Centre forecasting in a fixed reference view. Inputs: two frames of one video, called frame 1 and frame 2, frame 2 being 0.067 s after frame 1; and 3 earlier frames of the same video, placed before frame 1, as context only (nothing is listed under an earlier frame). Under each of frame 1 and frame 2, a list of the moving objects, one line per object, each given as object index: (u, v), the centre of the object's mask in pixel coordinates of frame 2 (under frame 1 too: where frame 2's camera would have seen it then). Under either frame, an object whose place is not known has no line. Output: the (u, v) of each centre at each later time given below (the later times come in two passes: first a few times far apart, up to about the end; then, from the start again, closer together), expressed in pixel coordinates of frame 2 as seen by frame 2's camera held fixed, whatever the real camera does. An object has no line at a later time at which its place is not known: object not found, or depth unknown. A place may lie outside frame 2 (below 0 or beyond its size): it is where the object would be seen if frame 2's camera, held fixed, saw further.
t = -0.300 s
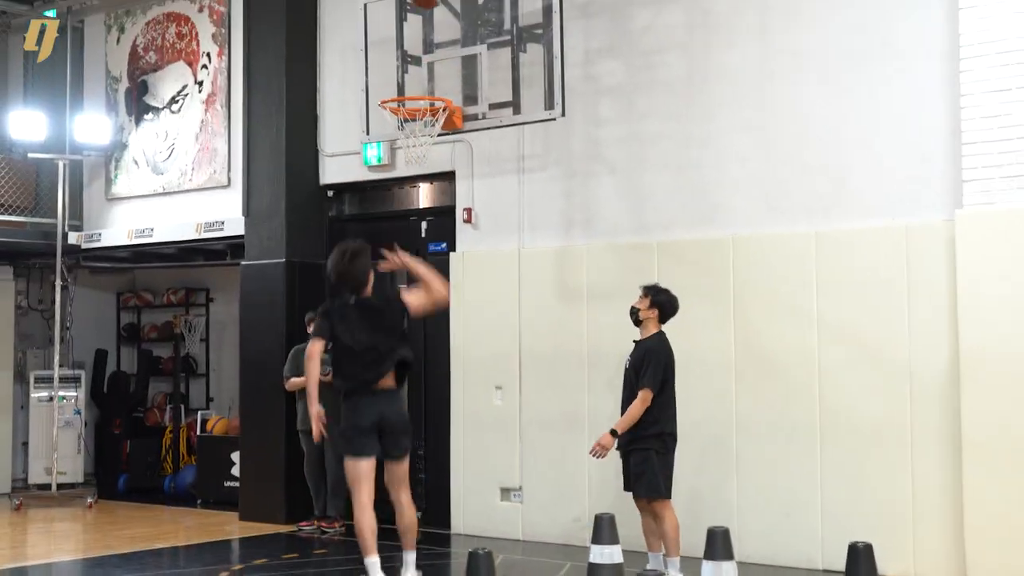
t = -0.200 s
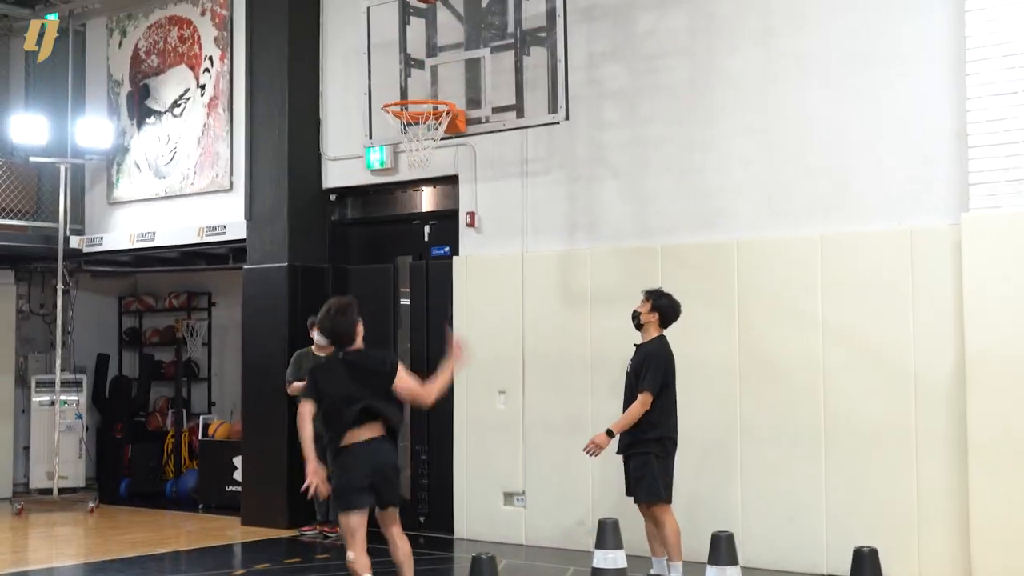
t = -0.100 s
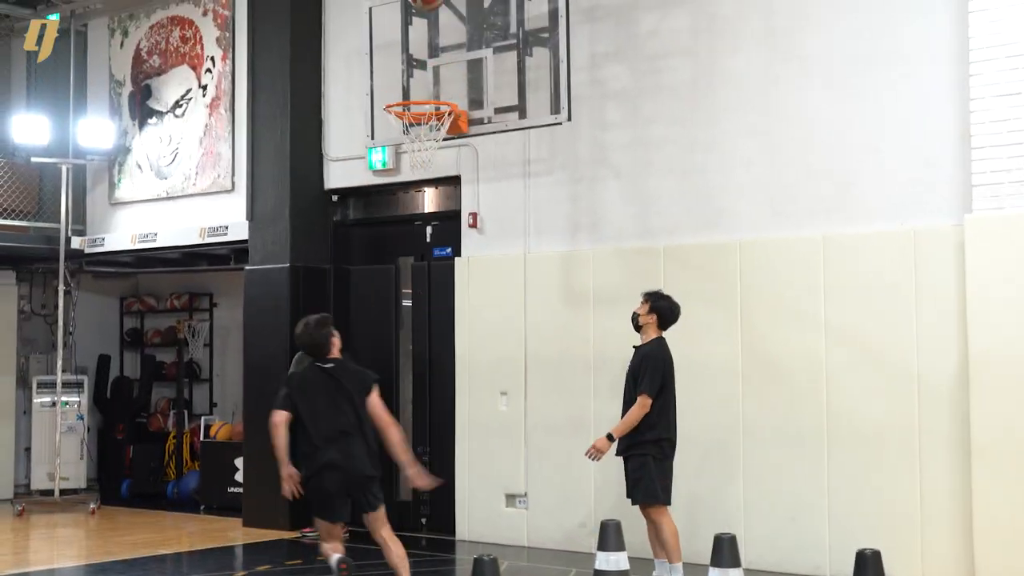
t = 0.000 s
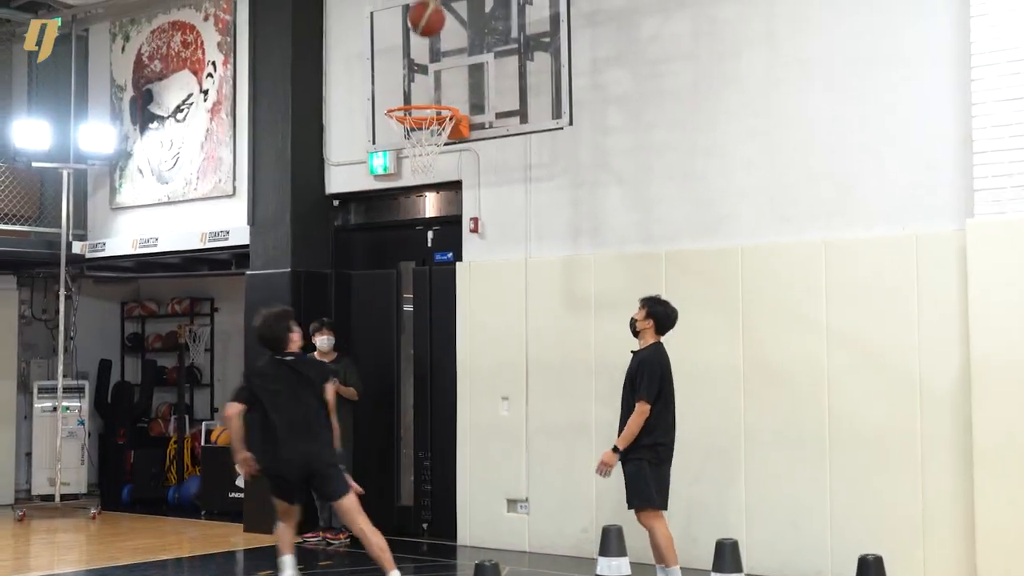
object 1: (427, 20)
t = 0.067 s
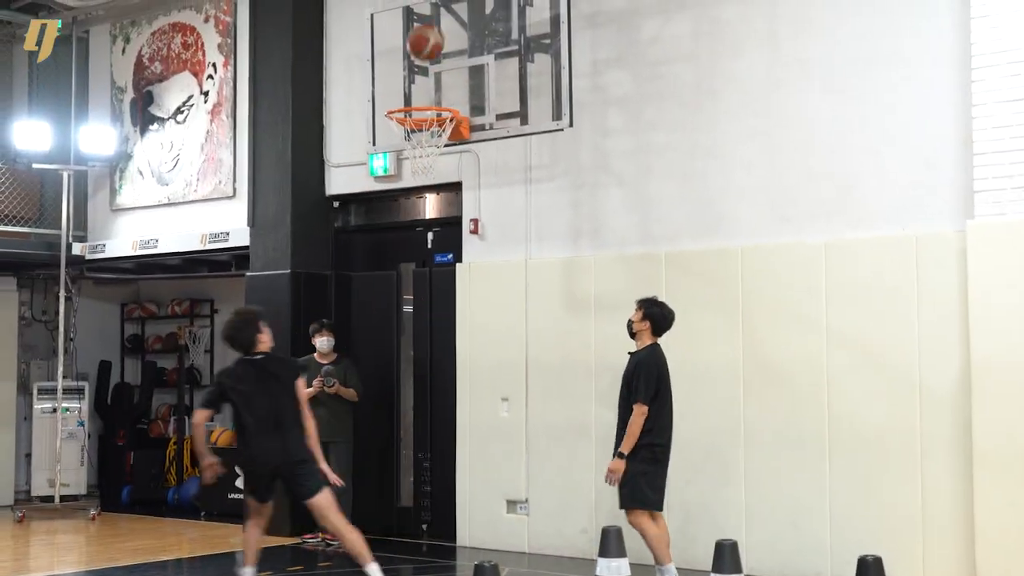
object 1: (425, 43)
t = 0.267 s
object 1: (413, 98)
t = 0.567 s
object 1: (337, 155)
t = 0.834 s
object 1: (269, 313)
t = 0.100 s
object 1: (424, 57)
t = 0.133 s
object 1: (424, 70)
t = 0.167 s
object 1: (423, 87)
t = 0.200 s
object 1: (422, 97)
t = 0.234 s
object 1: (422, 99)
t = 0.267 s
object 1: (413, 98)
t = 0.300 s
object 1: (406, 101)
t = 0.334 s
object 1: (396, 99)
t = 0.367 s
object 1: (386, 104)
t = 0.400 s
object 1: (378, 110)
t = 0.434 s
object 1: (370, 116)
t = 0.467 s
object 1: (363, 124)
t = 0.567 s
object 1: (337, 155)
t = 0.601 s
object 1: (328, 168)
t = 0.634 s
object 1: (319, 185)
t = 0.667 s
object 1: (310, 202)
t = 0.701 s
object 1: (303, 220)
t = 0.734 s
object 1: (294, 240)
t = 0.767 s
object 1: (286, 262)
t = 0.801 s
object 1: (277, 288)
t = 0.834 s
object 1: (269, 313)
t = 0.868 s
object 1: (261, 340)
